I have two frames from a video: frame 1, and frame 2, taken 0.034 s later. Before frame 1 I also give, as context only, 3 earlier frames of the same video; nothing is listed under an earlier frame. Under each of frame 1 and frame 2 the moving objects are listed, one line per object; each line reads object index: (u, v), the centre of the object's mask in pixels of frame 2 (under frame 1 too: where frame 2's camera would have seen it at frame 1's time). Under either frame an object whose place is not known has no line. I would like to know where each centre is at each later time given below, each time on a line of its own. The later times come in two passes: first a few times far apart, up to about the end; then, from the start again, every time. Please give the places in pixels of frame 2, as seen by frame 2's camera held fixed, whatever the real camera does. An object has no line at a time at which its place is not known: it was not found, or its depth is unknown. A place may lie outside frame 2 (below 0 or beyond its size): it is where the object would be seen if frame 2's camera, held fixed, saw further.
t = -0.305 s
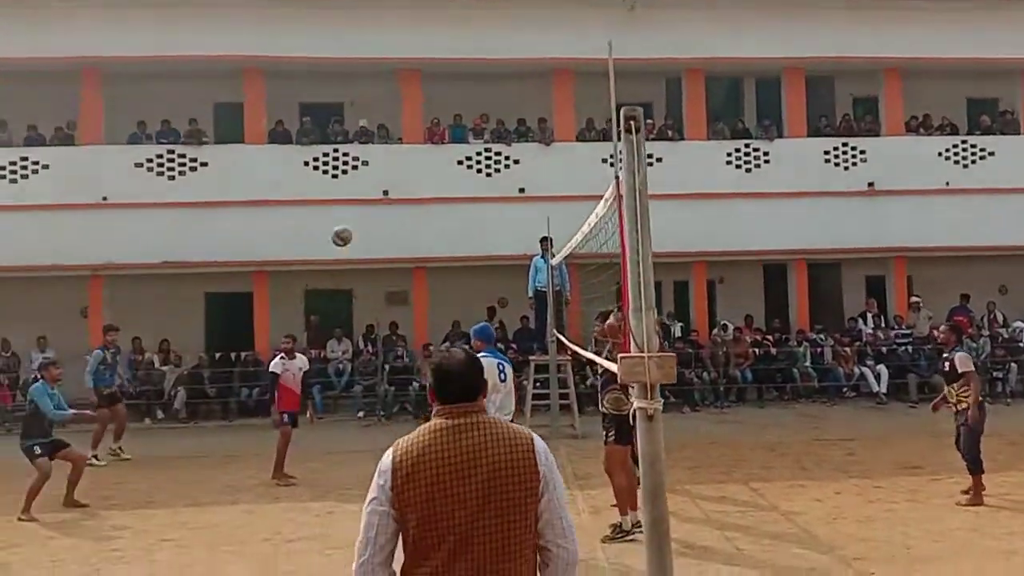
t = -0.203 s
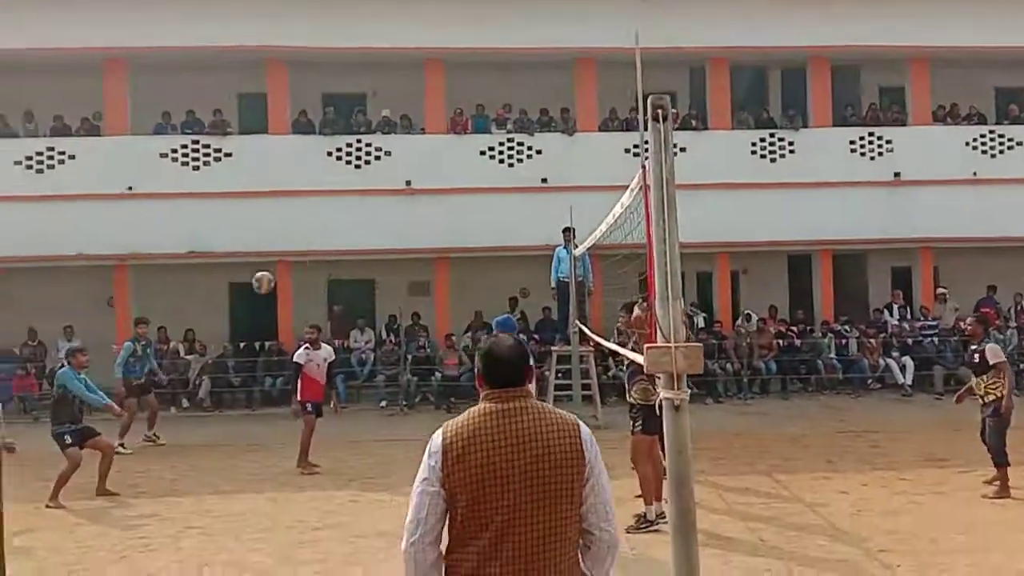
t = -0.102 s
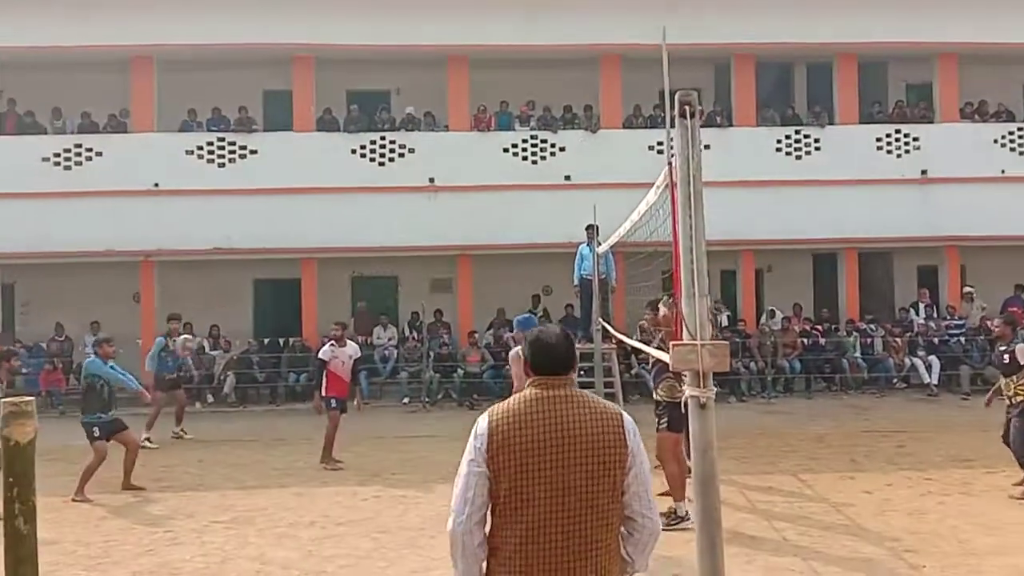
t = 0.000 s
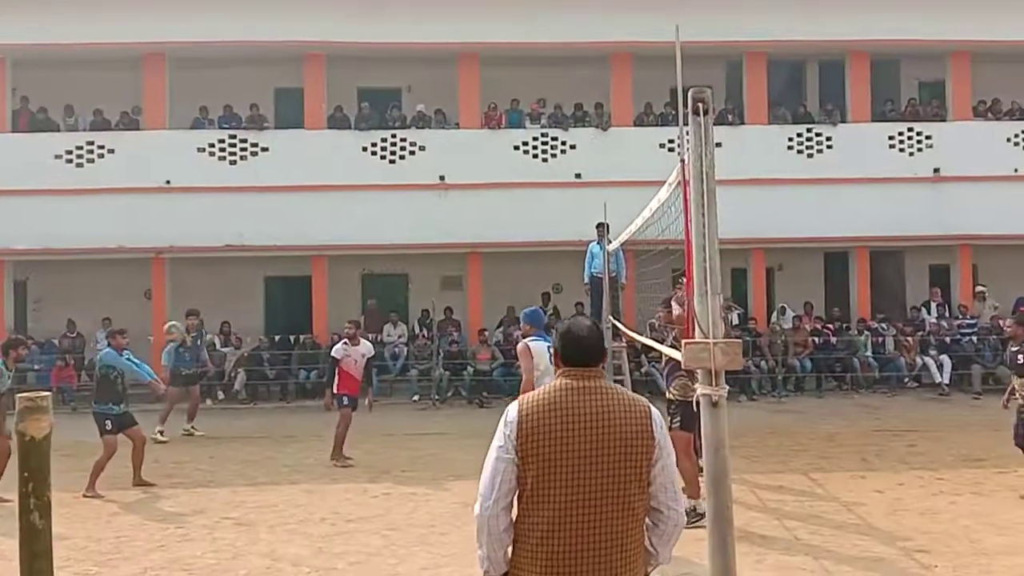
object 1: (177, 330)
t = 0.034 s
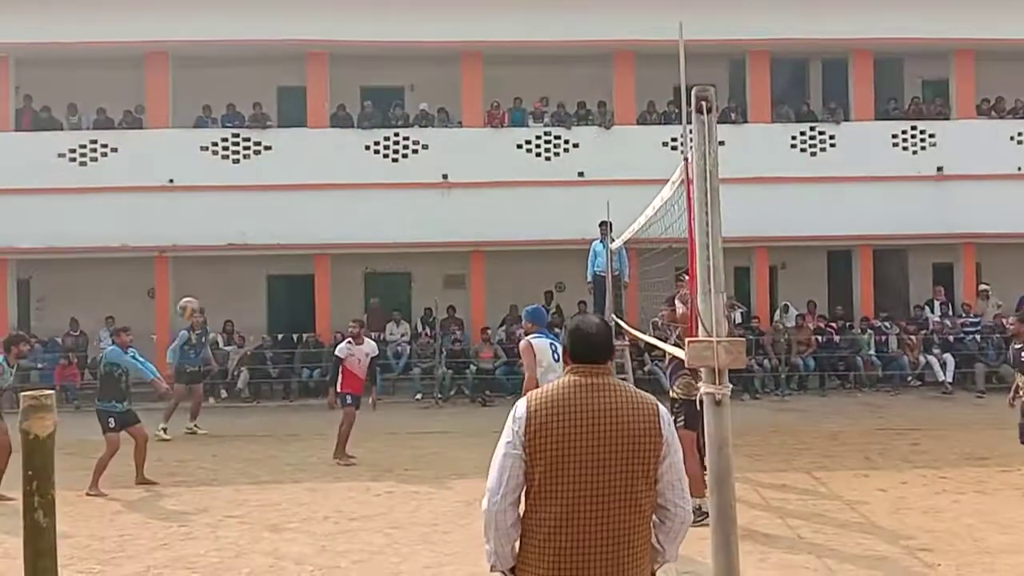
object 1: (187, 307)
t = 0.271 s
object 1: (269, 183)
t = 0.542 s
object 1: (357, 105)
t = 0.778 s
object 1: (433, 95)
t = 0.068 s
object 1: (200, 286)
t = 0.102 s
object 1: (211, 266)
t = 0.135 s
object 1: (223, 246)
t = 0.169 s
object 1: (235, 230)
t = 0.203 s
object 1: (246, 213)
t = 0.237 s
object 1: (258, 198)
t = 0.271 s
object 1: (269, 183)
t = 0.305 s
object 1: (280, 170)
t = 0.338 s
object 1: (291, 158)
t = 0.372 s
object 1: (302, 146)
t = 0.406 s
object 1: (313, 135)
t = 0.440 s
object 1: (324, 126)
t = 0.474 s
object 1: (335, 118)
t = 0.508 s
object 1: (346, 109)
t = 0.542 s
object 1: (357, 105)
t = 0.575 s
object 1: (368, 101)
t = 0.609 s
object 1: (378, 98)
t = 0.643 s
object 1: (389, 94)
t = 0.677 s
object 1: (400, 92)
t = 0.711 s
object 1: (411, 93)
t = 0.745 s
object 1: (422, 92)
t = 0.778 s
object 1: (433, 95)
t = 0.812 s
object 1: (445, 97)
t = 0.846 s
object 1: (455, 102)
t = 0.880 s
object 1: (466, 108)
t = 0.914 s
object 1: (478, 115)
